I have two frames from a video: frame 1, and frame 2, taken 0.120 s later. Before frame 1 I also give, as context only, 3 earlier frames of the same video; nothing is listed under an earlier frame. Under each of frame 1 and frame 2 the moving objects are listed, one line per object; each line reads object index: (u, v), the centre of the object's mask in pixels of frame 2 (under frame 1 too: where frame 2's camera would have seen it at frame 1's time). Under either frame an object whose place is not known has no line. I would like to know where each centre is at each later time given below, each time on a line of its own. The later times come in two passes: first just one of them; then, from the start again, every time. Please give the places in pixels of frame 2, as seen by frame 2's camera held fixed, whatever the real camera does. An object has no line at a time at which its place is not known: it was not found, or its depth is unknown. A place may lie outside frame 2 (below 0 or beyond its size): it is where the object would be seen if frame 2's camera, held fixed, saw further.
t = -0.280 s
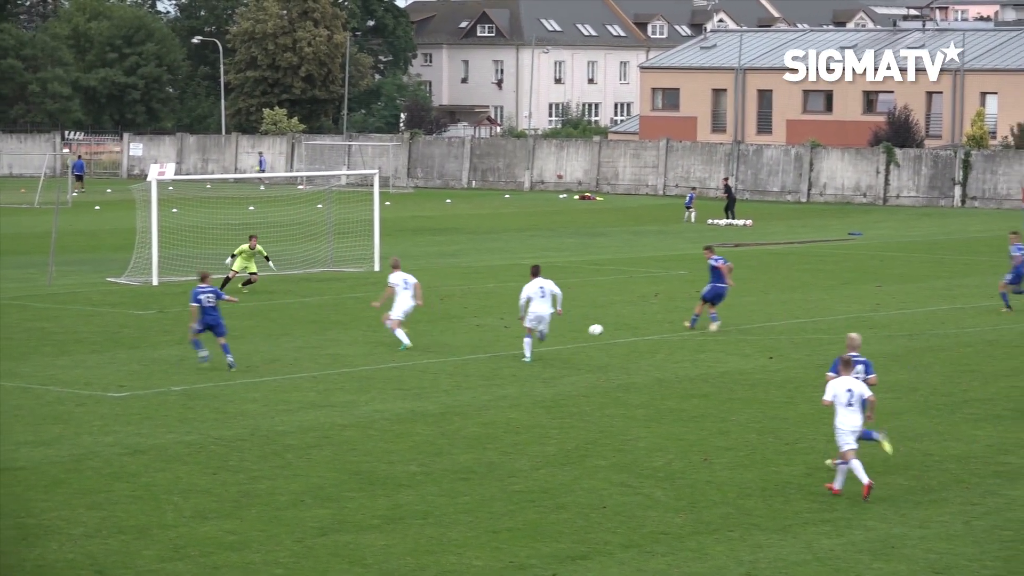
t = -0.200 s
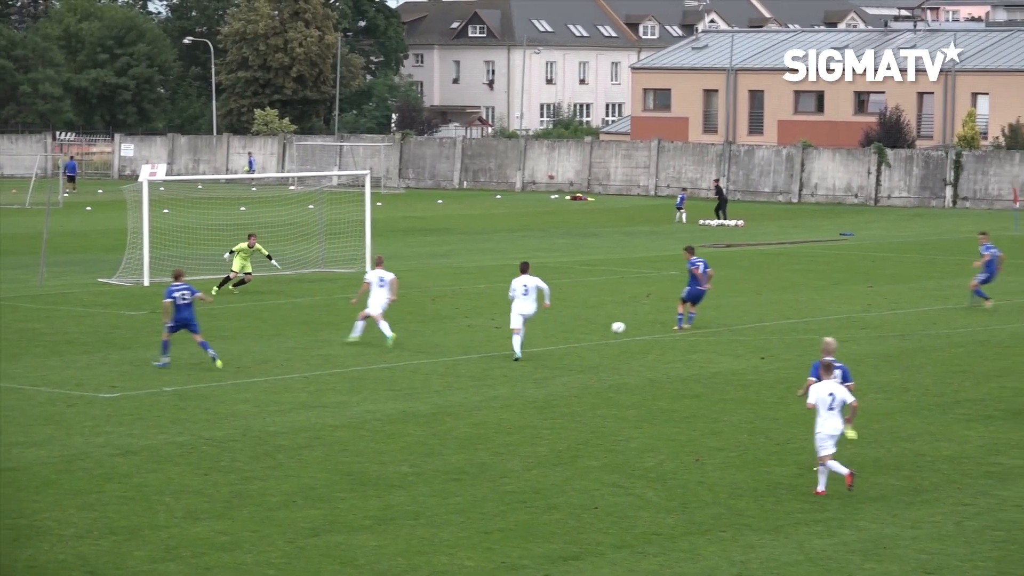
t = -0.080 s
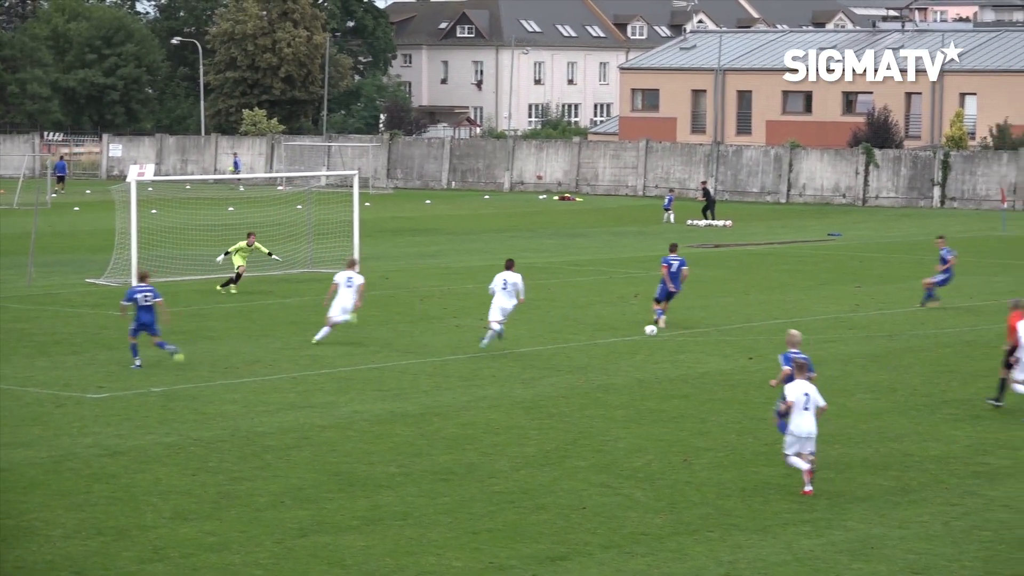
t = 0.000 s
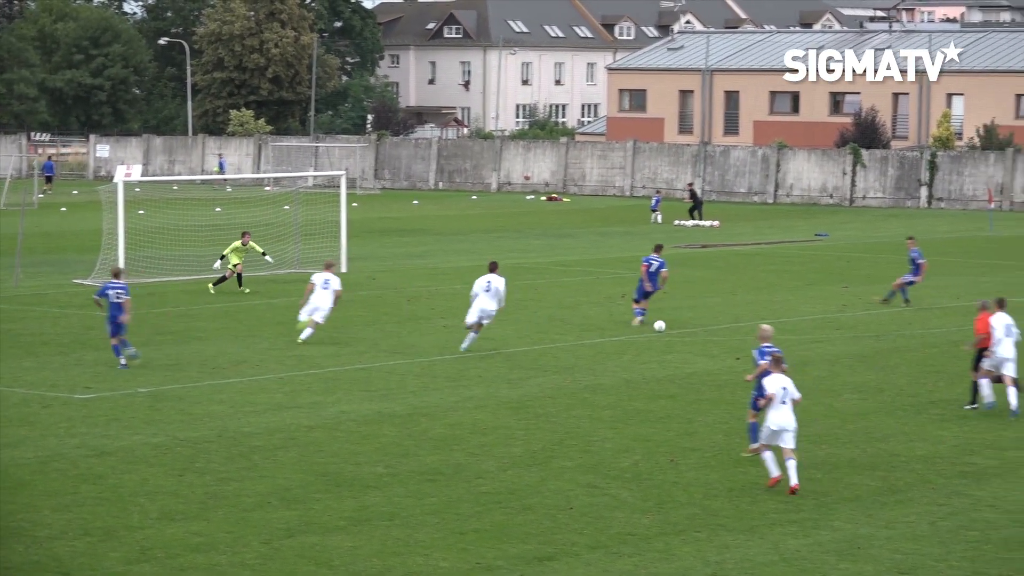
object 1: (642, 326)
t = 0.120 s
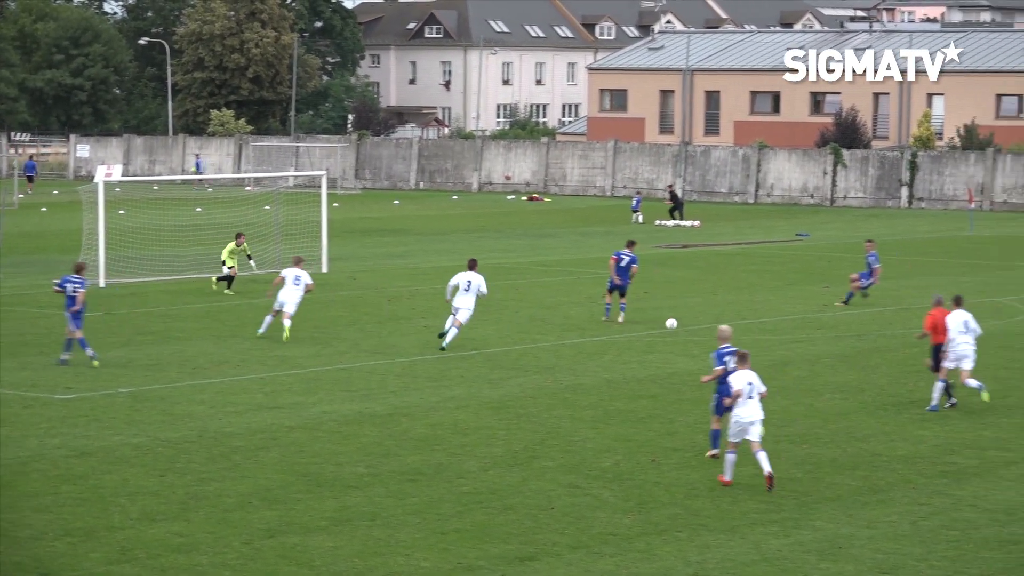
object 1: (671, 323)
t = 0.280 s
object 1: (708, 319)
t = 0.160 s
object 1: (680, 322)
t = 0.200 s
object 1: (690, 320)
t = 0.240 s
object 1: (699, 319)
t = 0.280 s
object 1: (708, 319)
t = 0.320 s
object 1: (717, 318)
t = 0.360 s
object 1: (725, 316)
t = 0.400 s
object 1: (734, 314)
